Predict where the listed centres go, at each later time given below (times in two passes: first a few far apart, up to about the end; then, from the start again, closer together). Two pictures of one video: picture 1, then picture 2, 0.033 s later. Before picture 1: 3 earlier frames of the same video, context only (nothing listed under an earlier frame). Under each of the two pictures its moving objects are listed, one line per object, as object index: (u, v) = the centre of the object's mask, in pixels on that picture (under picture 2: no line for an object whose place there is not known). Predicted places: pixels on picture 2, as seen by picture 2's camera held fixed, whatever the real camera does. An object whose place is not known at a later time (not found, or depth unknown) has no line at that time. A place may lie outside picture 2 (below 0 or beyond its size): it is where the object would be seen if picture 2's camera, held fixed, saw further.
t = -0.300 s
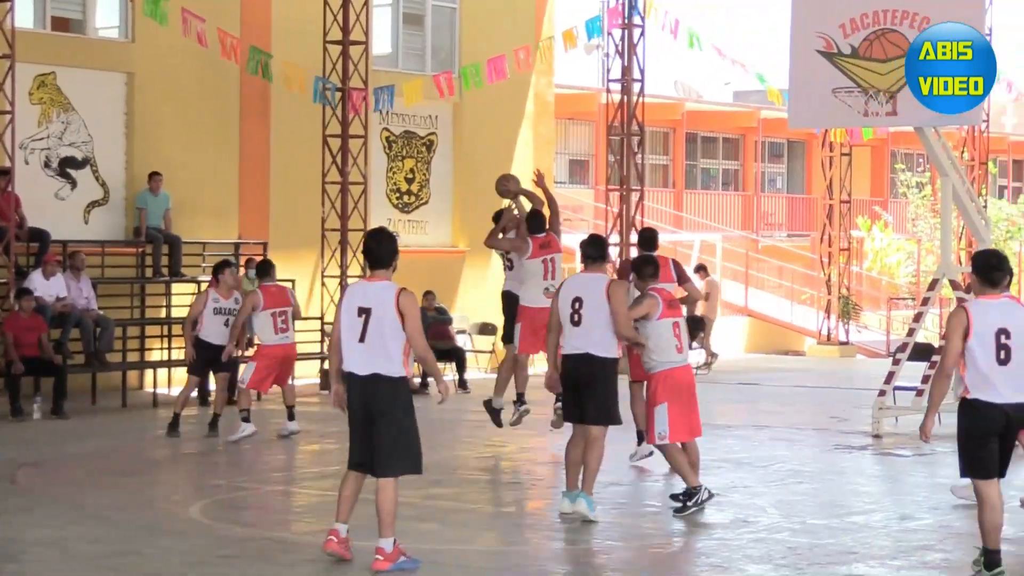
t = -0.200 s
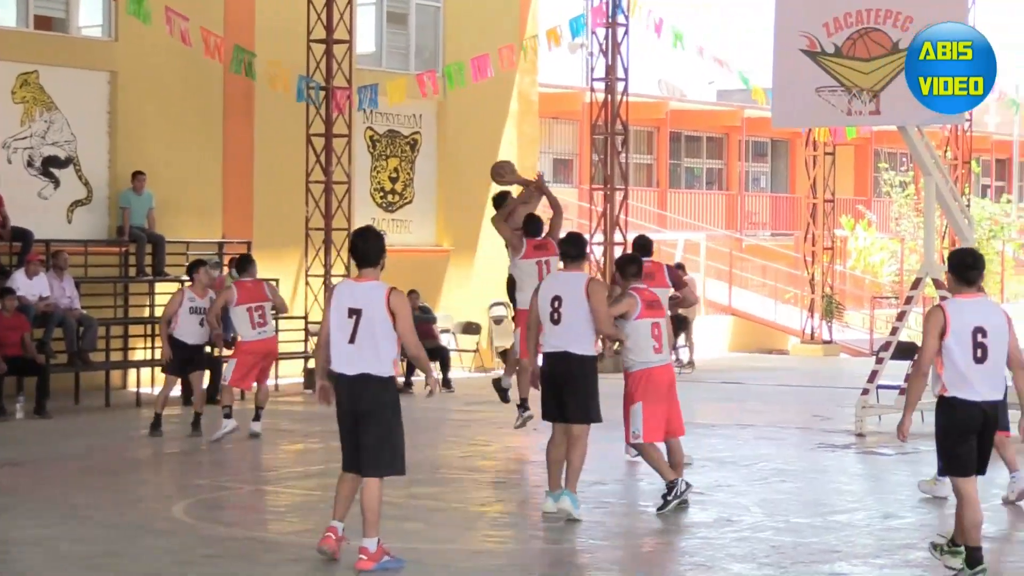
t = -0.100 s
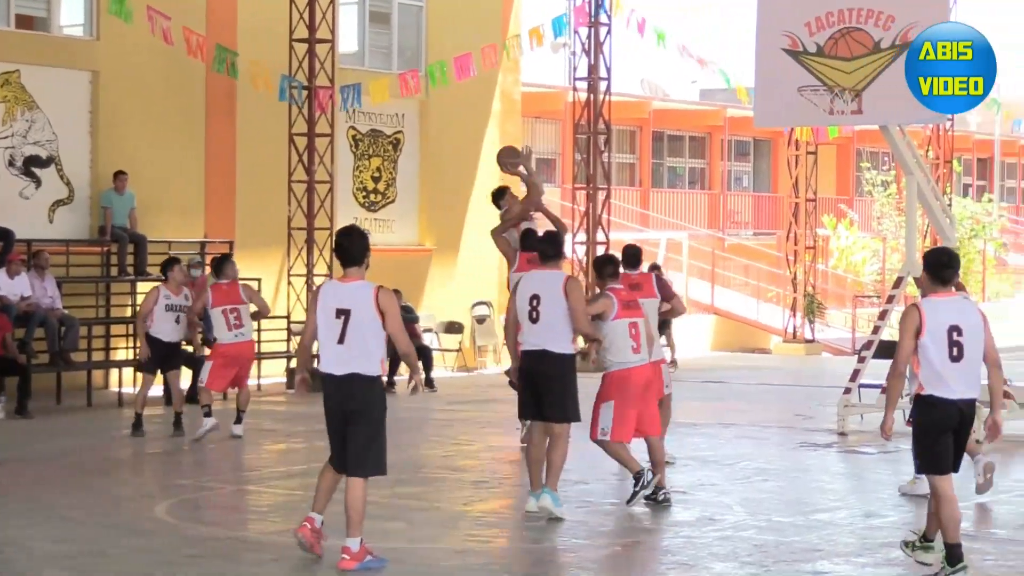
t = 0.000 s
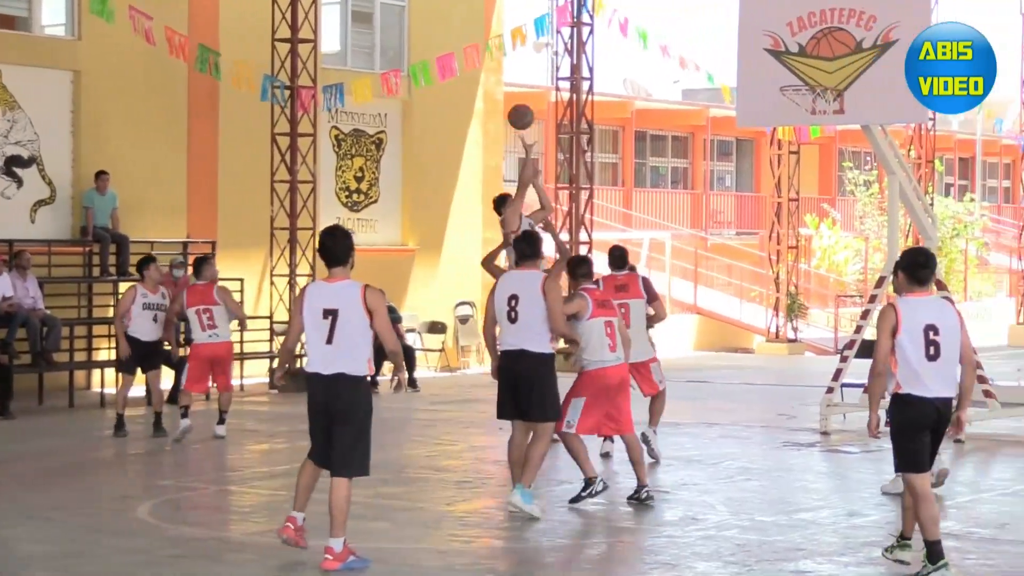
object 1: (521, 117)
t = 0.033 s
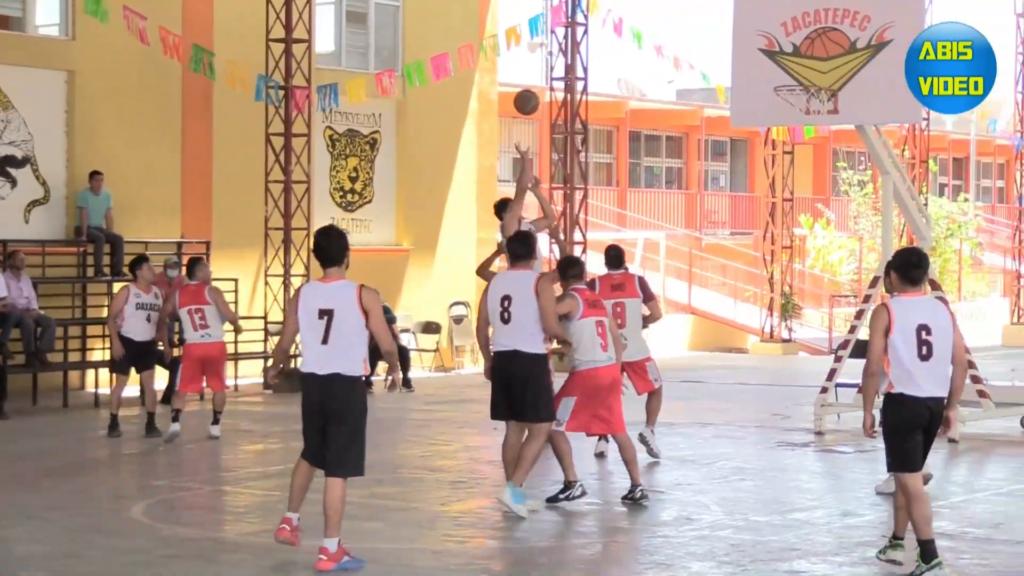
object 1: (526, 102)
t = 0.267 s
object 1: (607, 31)
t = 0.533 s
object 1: (702, 23)
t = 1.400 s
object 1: (770, 81)
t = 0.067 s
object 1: (538, 88)
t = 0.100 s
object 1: (549, 76)
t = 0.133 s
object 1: (559, 65)
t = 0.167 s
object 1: (573, 54)
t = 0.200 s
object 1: (585, 45)
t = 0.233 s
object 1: (595, 37)
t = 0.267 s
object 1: (607, 31)
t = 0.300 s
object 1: (619, 25)
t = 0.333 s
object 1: (631, 22)
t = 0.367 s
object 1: (643, 18)
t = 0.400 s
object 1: (654, 17)
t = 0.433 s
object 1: (666, 16)
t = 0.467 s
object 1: (678, 17)
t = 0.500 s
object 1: (690, 19)
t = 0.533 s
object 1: (702, 23)
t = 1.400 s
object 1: (770, 81)
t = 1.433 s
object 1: (764, 83)
